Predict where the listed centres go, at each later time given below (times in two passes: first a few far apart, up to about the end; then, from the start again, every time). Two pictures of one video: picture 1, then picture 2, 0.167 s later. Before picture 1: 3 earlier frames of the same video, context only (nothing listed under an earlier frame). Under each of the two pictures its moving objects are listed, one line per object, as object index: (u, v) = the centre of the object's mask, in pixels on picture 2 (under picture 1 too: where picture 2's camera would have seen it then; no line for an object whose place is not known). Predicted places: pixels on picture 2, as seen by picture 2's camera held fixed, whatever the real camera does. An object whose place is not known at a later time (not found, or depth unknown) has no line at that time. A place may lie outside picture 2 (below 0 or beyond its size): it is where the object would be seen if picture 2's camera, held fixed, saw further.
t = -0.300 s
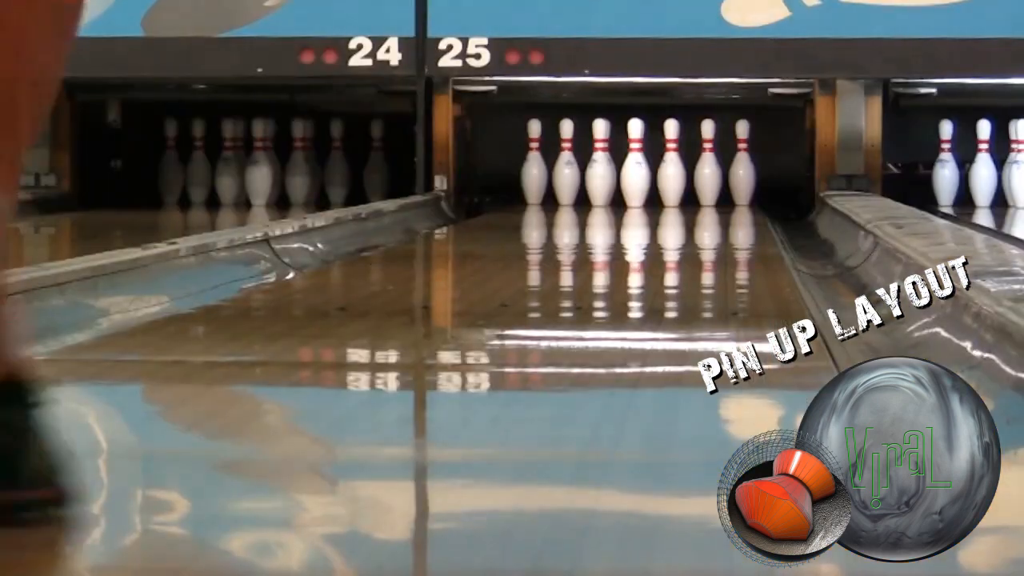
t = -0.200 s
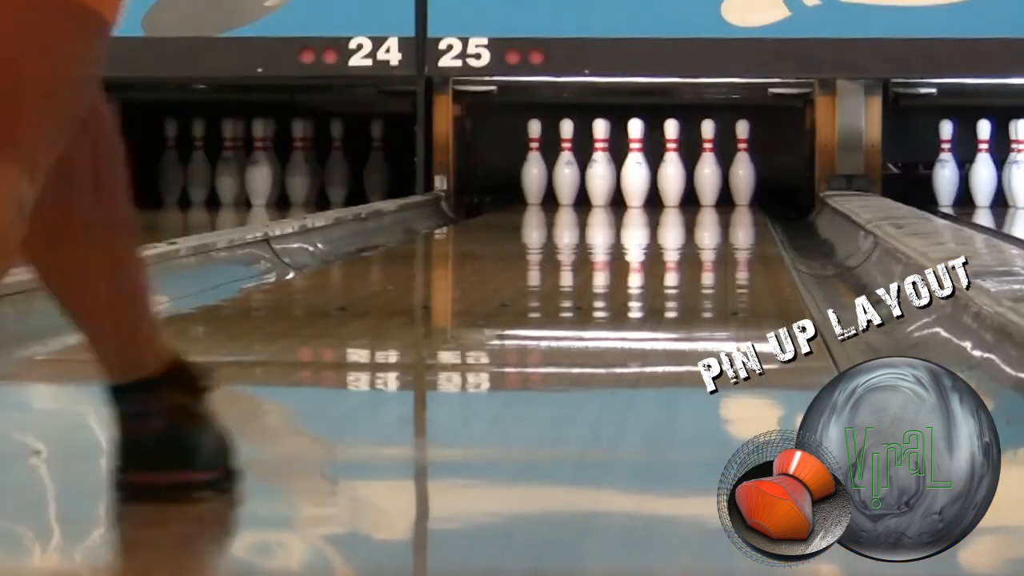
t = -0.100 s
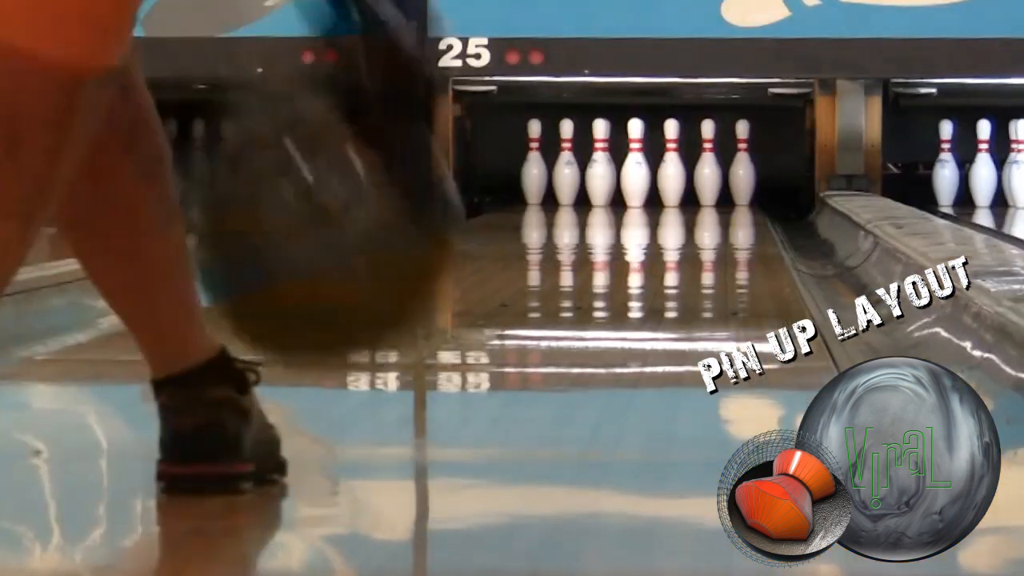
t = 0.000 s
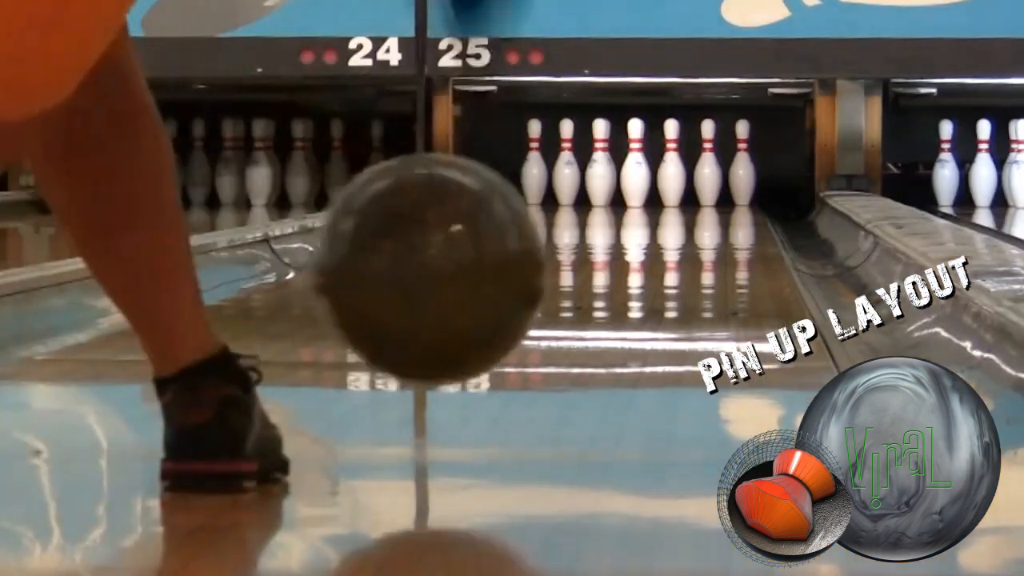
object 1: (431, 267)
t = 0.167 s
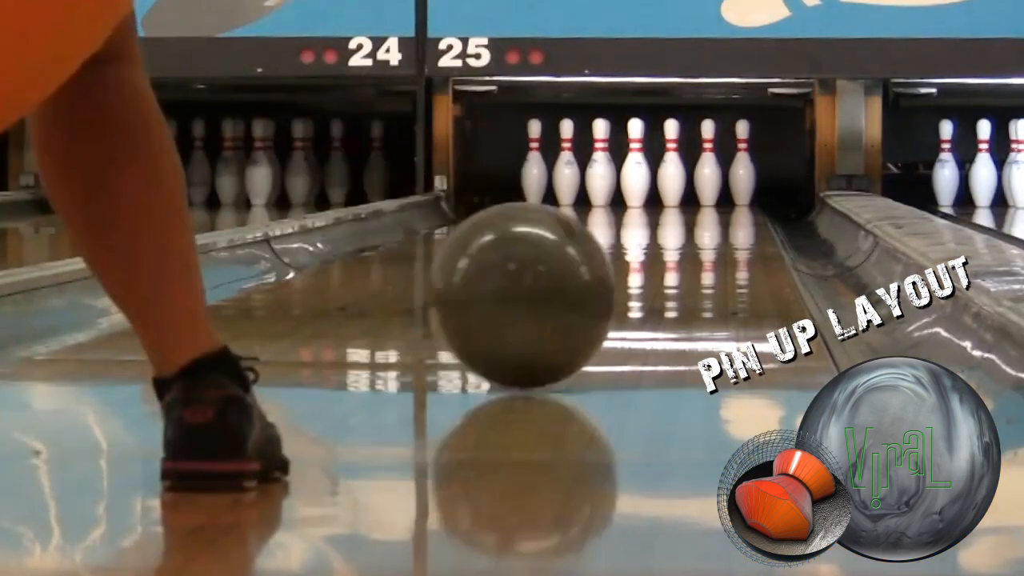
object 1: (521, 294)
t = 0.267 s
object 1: (561, 281)
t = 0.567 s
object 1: (638, 248)
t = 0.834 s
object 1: (676, 228)
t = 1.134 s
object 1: (701, 213)
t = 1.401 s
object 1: (712, 203)
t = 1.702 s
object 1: (715, 195)
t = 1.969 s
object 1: (708, 191)
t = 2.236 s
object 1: (687, 186)
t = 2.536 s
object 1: (650, 182)
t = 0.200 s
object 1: (537, 291)
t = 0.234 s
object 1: (549, 285)
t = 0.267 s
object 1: (561, 281)
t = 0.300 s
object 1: (572, 276)
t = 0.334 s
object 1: (584, 271)
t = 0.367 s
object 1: (593, 267)
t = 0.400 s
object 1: (602, 263)
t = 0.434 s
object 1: (611, 259)
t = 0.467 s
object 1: (617, 256)
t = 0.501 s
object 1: (625, 253)
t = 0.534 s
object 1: (632, 250)
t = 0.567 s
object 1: (638, 248)
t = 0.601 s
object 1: (643, 245)
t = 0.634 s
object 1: (649, 243)
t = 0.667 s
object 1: (655, 240)
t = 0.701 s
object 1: (659, 238)
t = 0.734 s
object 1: (664, 235)
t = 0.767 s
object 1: (668, 233)
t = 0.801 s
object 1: (672, 231)
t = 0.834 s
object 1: (676, 228)
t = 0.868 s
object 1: (680, 227)
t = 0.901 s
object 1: (683, 225)
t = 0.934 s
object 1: (686, 222)
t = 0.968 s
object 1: (689, 221)
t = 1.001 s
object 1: (692, 219)
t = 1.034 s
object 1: (694, 218)
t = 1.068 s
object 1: (696, 216)
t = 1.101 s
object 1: (699, 215)
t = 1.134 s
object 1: (701, 213)
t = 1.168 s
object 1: (703, 212)
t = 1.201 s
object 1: (705, 211)
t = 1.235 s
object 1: (706, 209)
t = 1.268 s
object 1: (708, 208)
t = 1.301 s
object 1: (709, 207)
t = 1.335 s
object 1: (710, 206)
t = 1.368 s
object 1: (711, 204)
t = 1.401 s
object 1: (712, 203)
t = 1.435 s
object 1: (713, 203)
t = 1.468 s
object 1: (714, 202)
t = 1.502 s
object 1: (714, 201)
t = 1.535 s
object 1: (715, 199)
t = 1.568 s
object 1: (715, 199)
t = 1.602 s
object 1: (715, 198)
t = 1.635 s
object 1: (715, 197)
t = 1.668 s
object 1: (716, 196)
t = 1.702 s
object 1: (715, 195)
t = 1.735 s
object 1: (715, 195)
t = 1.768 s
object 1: (715, 194)
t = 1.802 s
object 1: (714, 193)
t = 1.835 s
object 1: (713, 193)
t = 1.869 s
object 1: (712, 192)
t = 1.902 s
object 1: (711, 192)
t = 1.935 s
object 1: (710, 192)
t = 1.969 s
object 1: (708, 191)
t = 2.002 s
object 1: (707, 191)
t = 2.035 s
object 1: (703, 190)
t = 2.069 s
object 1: (701, 189)
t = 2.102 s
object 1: (699, 188)
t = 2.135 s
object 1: (697, 187)
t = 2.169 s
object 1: (694, 186)
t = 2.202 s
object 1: (690, 186)
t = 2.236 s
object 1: (687, 186)
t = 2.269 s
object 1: (683, 186)
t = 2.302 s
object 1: (680, 186)
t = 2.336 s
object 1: (677, 186)
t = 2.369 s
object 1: (672, 185)
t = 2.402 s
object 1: (667, 184)
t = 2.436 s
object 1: (663, 184)
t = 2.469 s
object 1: (658, 183)
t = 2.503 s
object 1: (653, 183)
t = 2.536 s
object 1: (650, 182)
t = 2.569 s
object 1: (650, 182)
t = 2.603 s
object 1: (649, 182)
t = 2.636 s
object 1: (646, 182)
